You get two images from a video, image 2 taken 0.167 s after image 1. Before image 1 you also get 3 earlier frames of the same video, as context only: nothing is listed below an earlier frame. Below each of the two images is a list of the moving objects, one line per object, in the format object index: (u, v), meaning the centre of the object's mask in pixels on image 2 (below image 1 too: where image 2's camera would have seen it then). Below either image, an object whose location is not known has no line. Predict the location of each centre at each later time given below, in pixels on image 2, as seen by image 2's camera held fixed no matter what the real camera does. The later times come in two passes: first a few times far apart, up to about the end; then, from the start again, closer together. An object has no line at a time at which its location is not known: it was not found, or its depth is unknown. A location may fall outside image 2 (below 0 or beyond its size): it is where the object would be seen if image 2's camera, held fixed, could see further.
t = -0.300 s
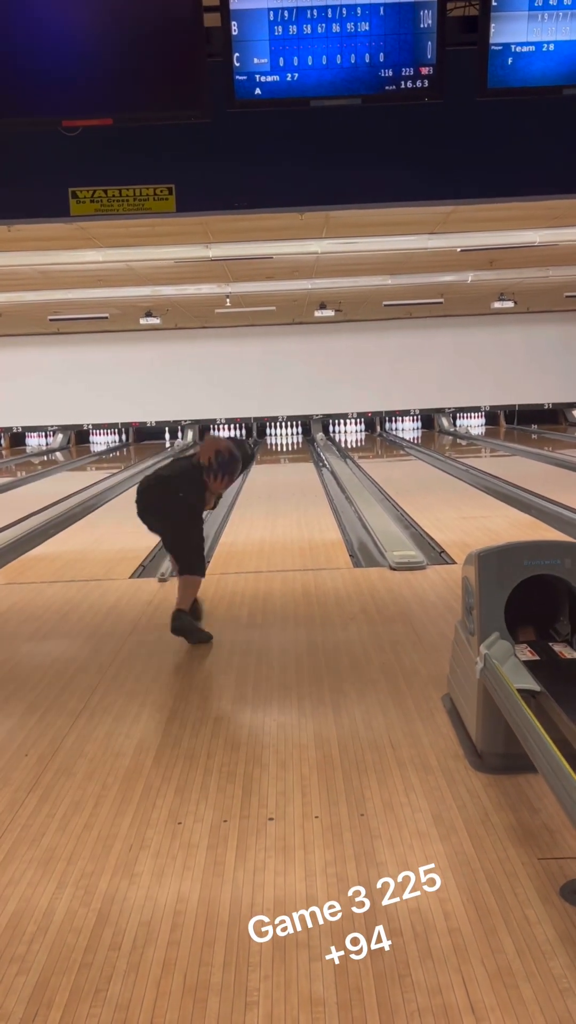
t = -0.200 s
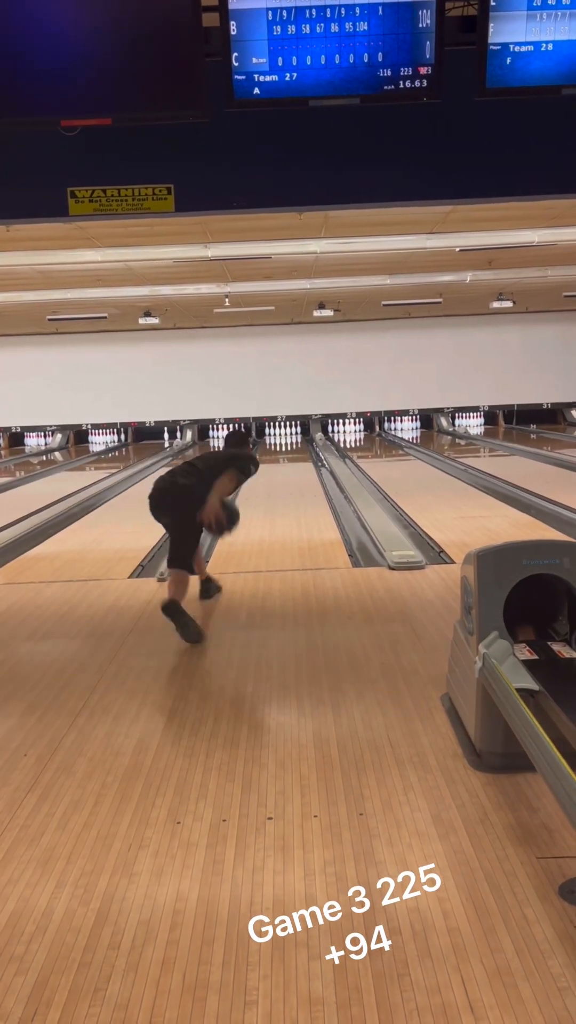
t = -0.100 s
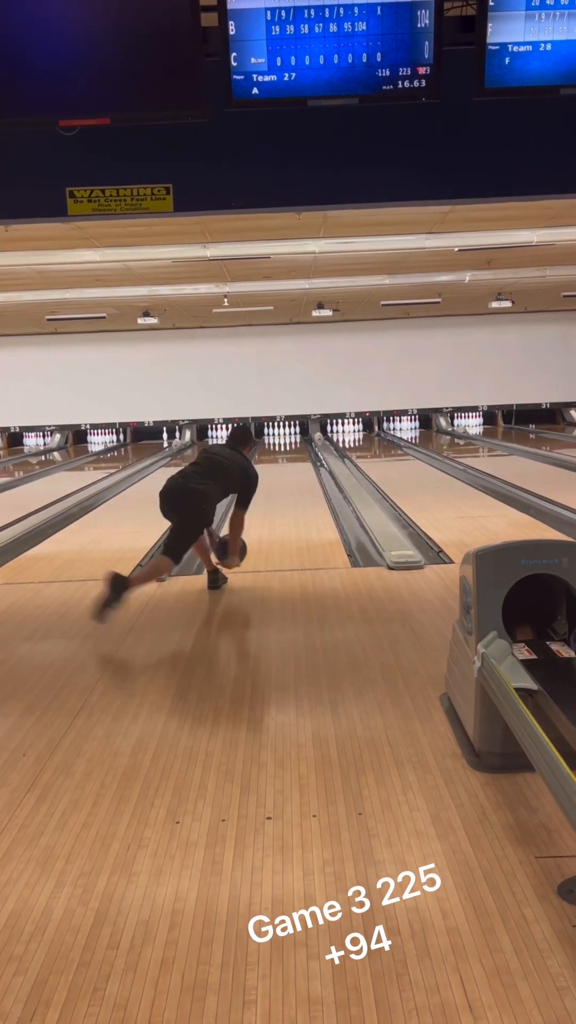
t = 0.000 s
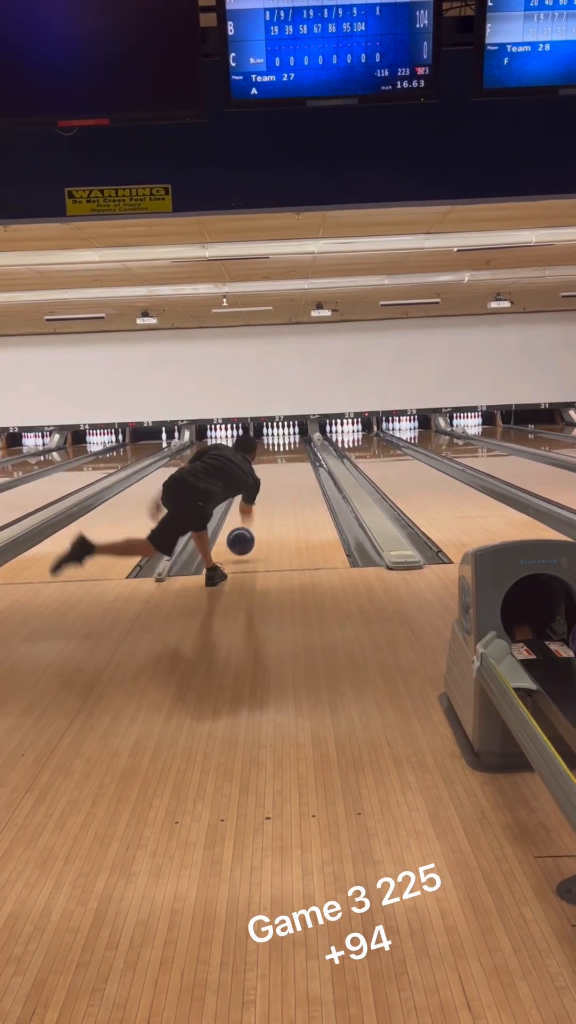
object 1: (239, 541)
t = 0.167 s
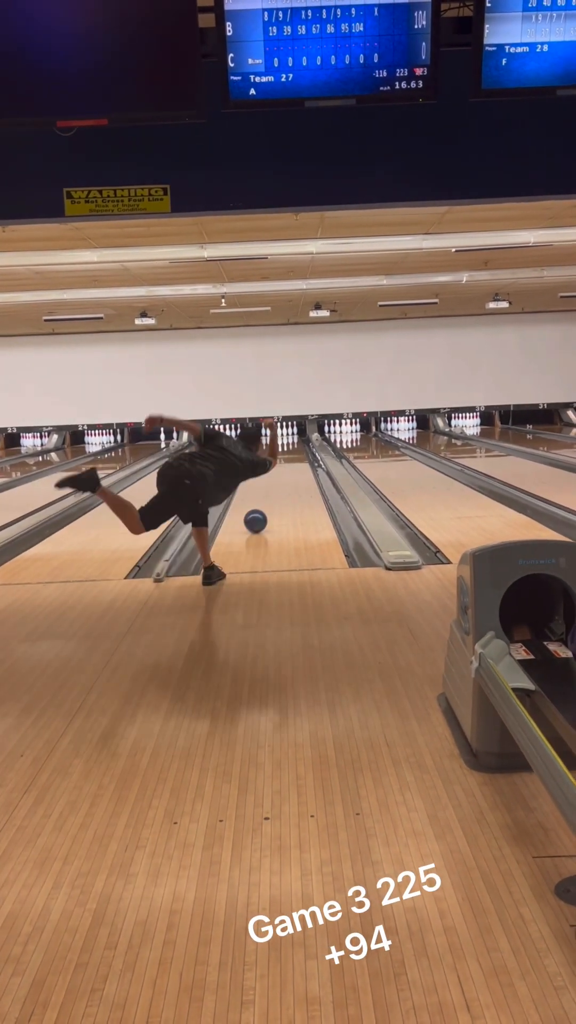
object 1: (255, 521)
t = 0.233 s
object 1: (260, 513)
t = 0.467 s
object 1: (273, 490)
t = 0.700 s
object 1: (282, 475)
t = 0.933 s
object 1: (288, 464)
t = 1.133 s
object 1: (291, 457)
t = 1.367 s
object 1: (294, 449)
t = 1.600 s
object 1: (295, 443)
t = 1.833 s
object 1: (294, 439)
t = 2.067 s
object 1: (289, 435)
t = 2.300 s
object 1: (282, 433)
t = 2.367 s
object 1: (281, 433)
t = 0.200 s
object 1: (258, 517)
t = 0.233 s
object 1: (260, 513)
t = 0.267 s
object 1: (263, 509)
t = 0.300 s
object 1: (265, 505)
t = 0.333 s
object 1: (267, 502)
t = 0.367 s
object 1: (268, 499)
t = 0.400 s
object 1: (270, 496)
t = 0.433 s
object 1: (273, 493)
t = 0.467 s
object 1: (273, 490)
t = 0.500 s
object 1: (275, 488)
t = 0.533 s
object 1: (276, 485)
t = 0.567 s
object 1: (277, 483)
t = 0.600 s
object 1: (278, 481)
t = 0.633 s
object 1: (280, 478)
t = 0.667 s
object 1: (281, 476)
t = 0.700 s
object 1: (282, 475)
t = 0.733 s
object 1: (283, 473)
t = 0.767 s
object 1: (284, 471)
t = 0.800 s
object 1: (285, 469)
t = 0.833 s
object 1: (285, 468)
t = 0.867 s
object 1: (286, 467)
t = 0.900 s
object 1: (287, 465)
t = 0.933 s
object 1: (288, 464)
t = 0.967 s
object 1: (288, 462)
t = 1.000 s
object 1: (289, 461)
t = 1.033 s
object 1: (289, 460)
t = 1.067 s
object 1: (290, 459)
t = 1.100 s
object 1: (291, 458)
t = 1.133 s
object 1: (291, 457)
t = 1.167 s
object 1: (292, 455)
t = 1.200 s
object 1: (292, 454)
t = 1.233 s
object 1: (292, 453)
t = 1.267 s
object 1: (293, 452)
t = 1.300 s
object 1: (293, 451)
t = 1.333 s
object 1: (294, 450)
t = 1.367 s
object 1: (294, 449)
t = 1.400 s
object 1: (294, 448)
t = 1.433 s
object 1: (294, 447)
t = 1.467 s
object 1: (294, 446)
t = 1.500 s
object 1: (294, 446)
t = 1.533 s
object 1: (295, 445)
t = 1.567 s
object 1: (295, 444)
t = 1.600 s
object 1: (295, 443)
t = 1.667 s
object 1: (295, 442)
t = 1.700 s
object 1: (295, 441)
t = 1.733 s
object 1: (294, 441)
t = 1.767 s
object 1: (294, 440)
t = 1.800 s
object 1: (294, 440)
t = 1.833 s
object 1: (294, 439)
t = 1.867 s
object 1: (293, 439)
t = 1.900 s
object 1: (293, 438)
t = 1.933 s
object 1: (292, 438)
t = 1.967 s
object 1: (291, 437)
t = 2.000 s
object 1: (290, 436)
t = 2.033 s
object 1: (290, 436)
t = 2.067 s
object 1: (289, 435)
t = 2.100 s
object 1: (288, 435)
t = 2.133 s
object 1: (287, 435)
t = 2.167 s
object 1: (286, 434)
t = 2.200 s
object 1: (285, 434)
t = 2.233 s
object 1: (284, 433)
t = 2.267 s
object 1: (283, 433)
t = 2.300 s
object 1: (282, 433)
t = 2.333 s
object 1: (282, 433)
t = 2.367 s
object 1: (281, 433)
